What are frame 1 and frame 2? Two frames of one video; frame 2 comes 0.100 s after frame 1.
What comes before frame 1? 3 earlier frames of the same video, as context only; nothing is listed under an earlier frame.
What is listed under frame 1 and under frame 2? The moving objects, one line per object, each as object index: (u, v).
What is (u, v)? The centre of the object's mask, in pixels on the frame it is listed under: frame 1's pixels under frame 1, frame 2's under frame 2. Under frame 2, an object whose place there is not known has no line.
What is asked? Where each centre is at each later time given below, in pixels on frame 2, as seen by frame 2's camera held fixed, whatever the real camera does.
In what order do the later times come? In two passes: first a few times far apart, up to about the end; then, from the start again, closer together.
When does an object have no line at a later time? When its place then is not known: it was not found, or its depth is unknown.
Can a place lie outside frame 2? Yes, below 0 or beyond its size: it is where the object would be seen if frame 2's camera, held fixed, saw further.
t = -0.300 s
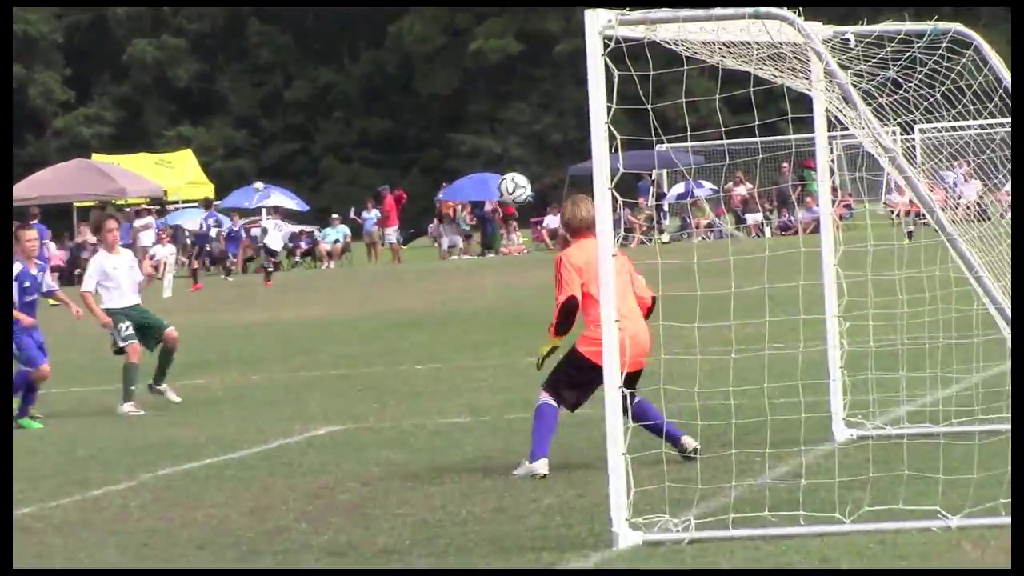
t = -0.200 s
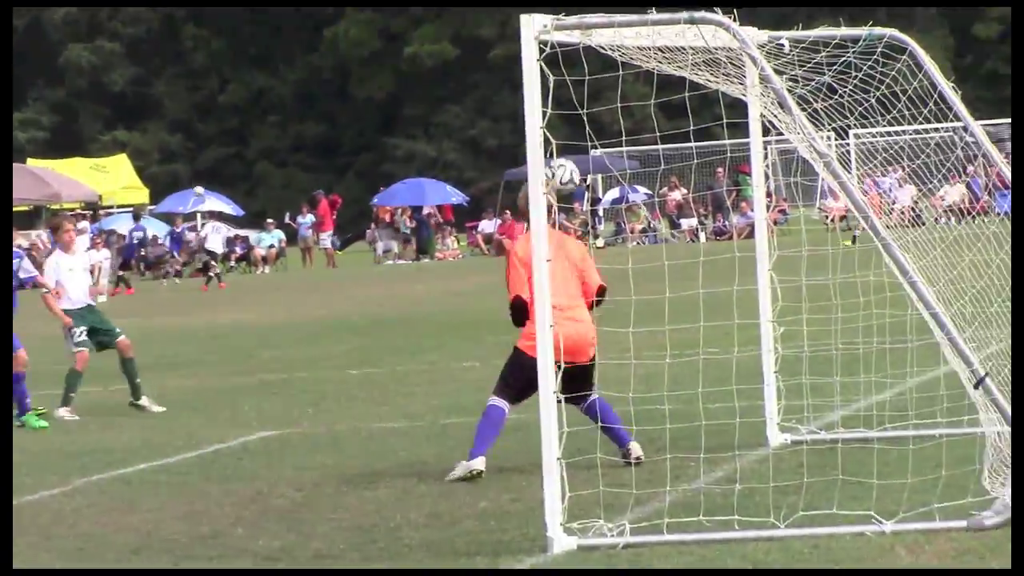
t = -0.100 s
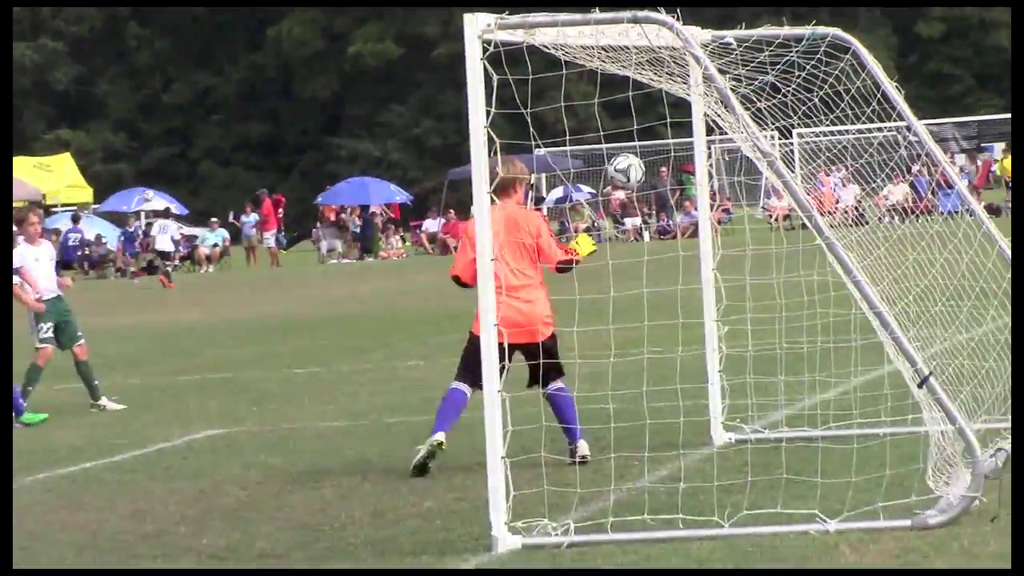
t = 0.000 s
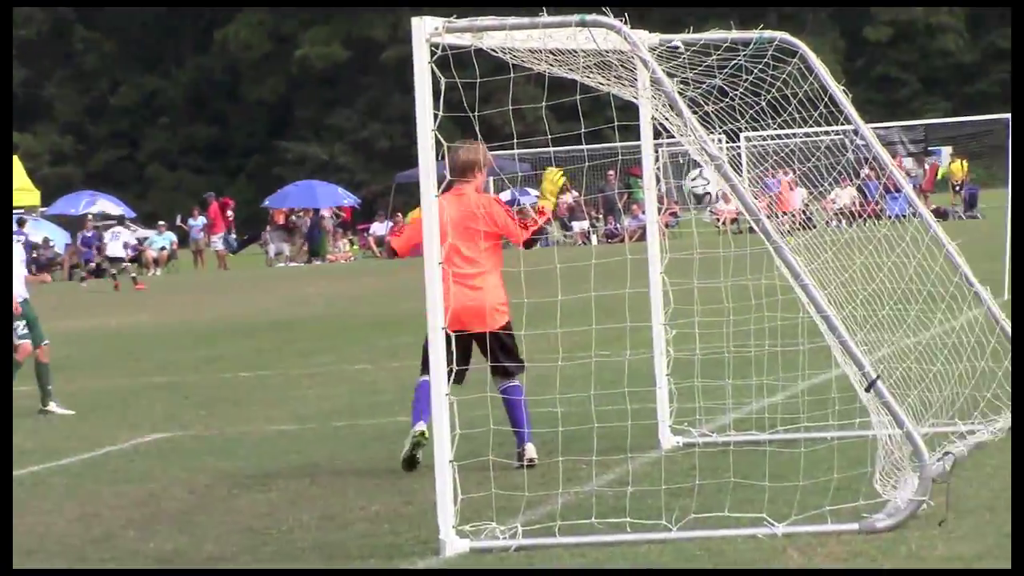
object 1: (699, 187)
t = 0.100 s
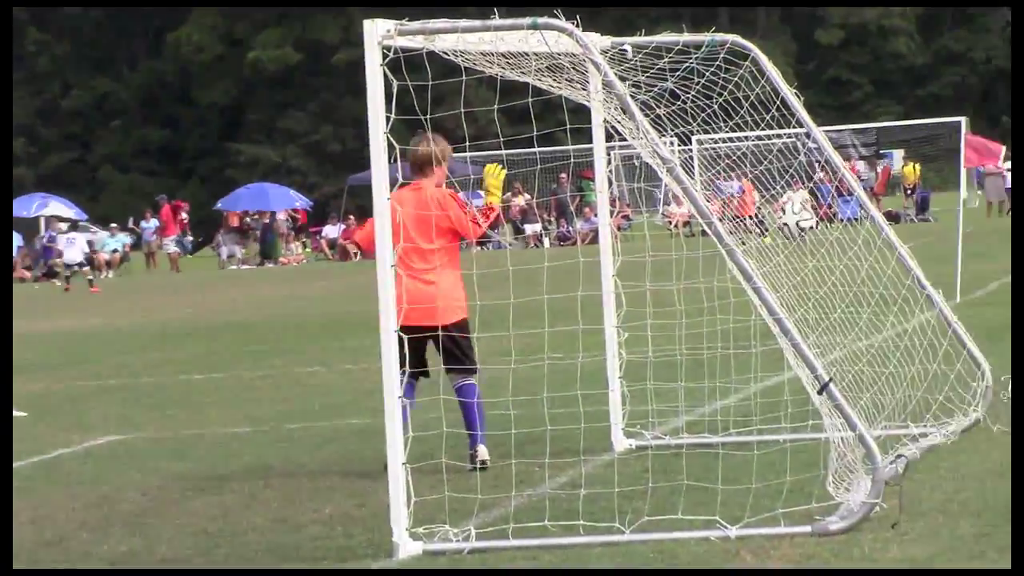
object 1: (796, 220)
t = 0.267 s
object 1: (901, 349)
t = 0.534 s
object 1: (949, 295)
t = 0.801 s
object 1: (956, 256)
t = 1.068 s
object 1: (986, 341)
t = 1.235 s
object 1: (996, 354)
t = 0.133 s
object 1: (839, 233)
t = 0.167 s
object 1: (853, 261)
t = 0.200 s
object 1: (870, 287)
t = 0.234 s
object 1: (886, 318)
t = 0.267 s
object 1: (901, 349)
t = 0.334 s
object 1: (931, 417)
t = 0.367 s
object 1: (936, 402)
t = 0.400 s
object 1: (935, 376)
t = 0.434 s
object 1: (936, 355)
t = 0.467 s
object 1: (937, 334)
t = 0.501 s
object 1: (937, 315)
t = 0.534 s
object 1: (949, 295)
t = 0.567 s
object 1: (946, 284)
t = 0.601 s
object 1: (944, 275)
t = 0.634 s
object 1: (945, 268)
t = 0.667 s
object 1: (946, 261)
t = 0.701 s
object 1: (948, 257)
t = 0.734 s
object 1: (951, 255)
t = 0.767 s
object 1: (953, 254)
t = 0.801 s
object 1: (956, 256)
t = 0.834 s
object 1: (959, 260)
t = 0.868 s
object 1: (961, 266)
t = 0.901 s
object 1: (965, 274)
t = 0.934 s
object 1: (968, 284)
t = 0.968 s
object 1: (971, 296)
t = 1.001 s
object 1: (975, 311)
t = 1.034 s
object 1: (980, 325)
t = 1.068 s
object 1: (986, 341)
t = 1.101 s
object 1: (989, 361)
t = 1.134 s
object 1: (992, 386)
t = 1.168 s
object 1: (996, 382)
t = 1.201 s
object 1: (1000, 371)
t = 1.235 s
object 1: (996, 354)
